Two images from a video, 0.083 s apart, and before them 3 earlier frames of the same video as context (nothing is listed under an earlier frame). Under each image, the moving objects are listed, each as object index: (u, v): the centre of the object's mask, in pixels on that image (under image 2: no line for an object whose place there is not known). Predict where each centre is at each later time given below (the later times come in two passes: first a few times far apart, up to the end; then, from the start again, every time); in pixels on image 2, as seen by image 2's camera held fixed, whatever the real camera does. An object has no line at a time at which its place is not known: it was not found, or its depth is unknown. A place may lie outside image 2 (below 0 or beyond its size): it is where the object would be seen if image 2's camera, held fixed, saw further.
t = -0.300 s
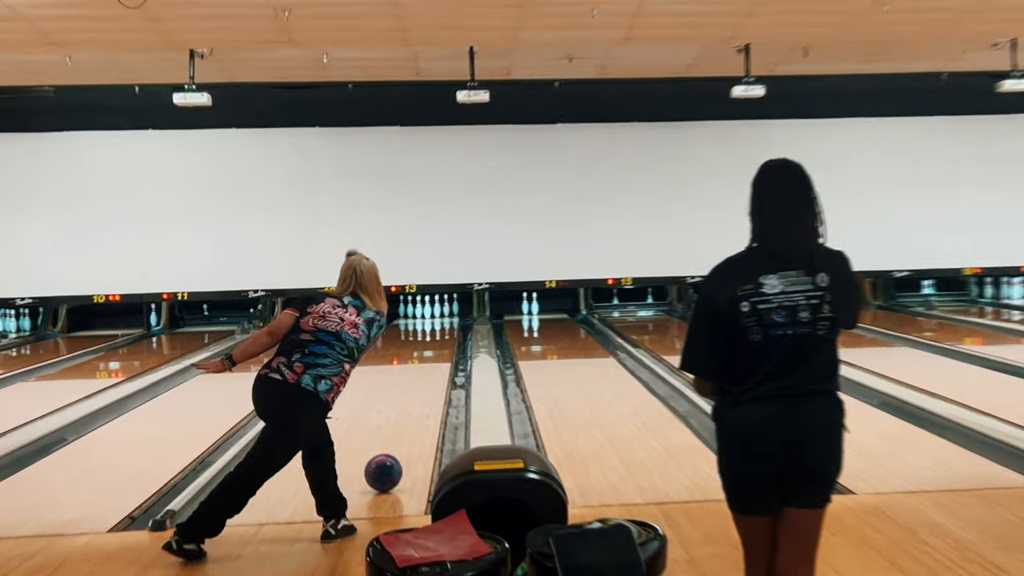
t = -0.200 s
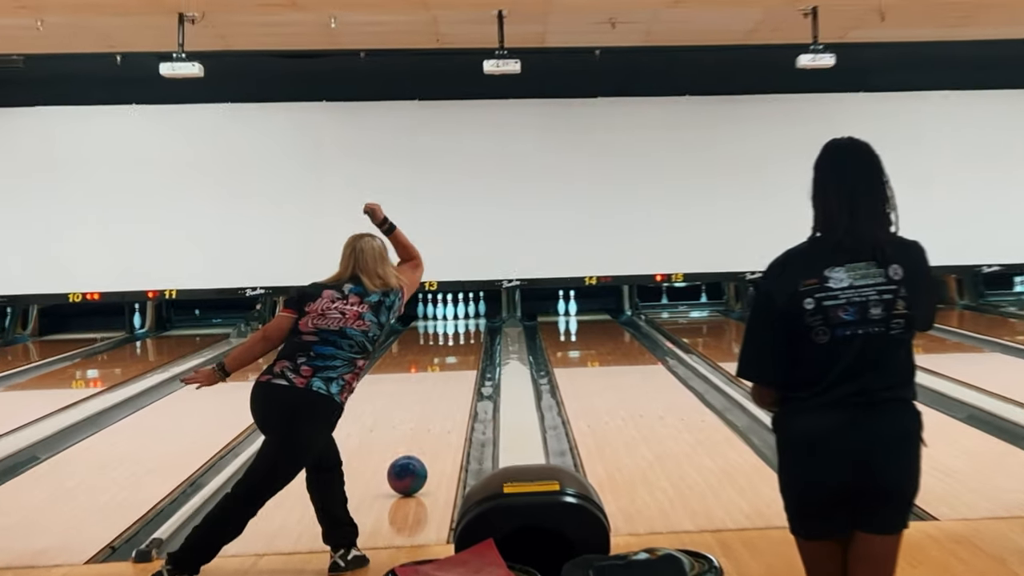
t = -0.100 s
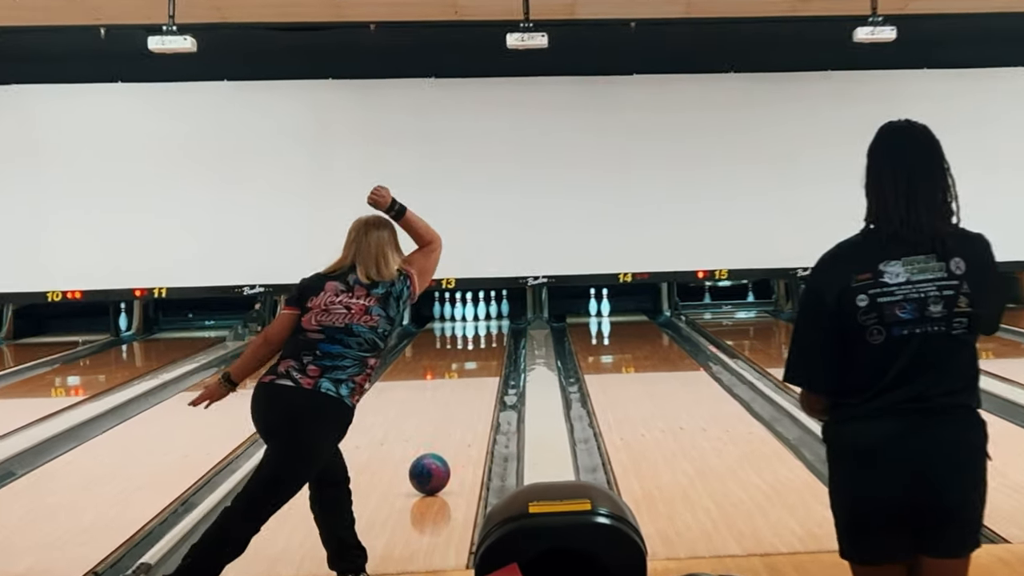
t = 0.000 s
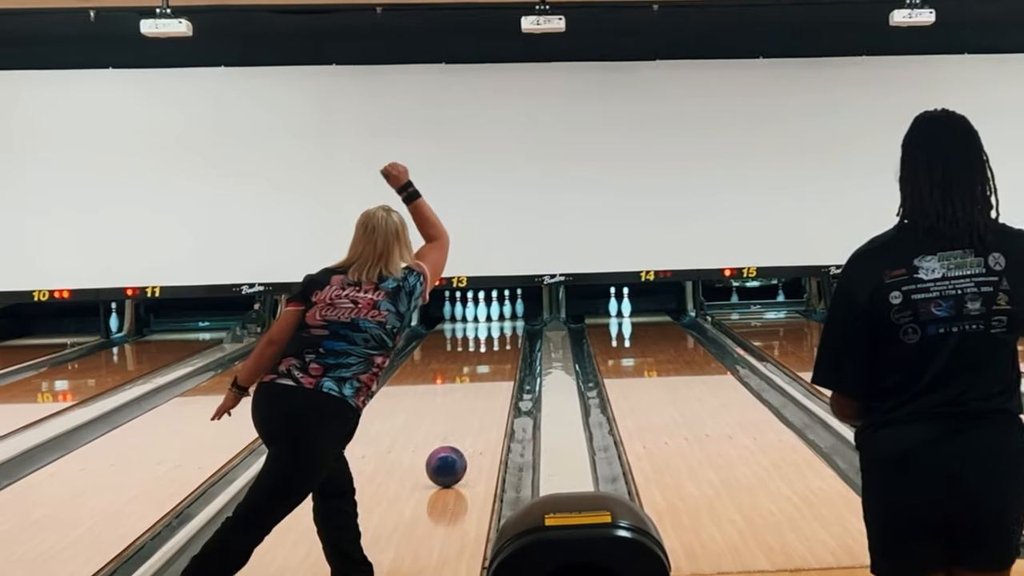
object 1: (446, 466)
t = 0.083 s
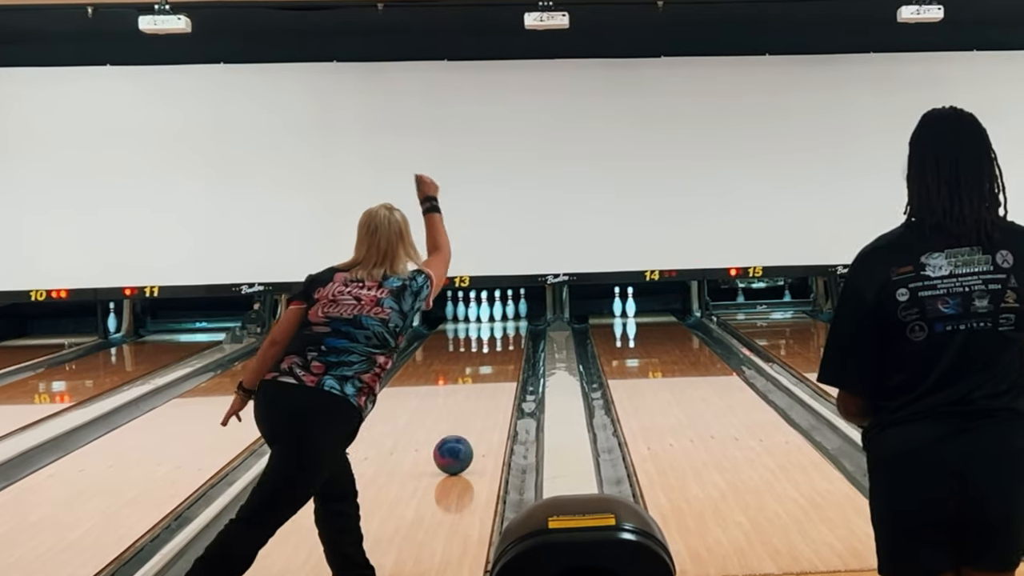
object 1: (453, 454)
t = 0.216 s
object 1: (460, 435)
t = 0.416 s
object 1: (468, 412)
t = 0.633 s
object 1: (475, 392)
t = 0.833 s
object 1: (480, 376)
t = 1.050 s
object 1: (484, 362)
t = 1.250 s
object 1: (488, 351)
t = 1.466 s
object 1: (489, 342)
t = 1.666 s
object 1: (489, 334)
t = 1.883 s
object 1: (486, 327)
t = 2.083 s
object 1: (483, 321)
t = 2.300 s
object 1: (476, 316)
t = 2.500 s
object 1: (462, 313)
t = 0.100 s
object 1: (454, 452)
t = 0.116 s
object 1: (455, 449)
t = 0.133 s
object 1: (456, 447)
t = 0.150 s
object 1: (457, 444)
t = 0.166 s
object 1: (457, 442)
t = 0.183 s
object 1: (458, 440)
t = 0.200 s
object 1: (459, 438)
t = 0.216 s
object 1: (460, 435)
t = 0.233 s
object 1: (461, 433)
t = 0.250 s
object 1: (461, 431)
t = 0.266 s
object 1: (462, 429)
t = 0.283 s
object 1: (463, 427)
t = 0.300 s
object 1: (463, 425)
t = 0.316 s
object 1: (466, 424)
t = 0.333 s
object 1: (467, 421)
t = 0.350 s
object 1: (466, 420)
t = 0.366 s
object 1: (466, 418)
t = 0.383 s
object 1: (467, 416)
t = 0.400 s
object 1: (467, 414)
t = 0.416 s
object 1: (468, 412)
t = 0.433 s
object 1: (469, 411)
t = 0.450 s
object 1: (469, 409)
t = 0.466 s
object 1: (470, 407)
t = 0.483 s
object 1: (470, 405)
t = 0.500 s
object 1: (471, 404)
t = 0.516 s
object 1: (471, 402)
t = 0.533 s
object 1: (472, 401)
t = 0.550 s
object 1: (473, 399)
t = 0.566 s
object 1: (473, 398)
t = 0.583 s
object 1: (474, 396)
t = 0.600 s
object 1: (474, 395)
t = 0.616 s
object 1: (475, 393)
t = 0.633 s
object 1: (475, 392)
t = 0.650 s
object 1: (475, 391)
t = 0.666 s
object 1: (476, 389)
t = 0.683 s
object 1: (476, 388)
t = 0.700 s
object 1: (477, 386)
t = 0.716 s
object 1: (477, 385)
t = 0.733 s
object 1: (478, 384)
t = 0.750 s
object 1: (478, 382)
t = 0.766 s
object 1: (479, 381)
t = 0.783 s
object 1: (479, 380)
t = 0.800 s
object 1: (480, 379)
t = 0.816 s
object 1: (480, 377)
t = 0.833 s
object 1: (480, 376)
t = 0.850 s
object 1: (480, 374)
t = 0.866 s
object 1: (481, 374)
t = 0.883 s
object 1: (481, 373)
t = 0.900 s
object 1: (481, 371)
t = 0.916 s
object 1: (482, 370)
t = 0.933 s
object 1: (482, 369)
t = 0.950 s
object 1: (482, 368)
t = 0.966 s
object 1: (483, 367)
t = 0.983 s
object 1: (483, 366)
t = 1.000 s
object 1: (483, 365)
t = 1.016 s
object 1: (484, 364)
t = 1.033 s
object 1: (484, 363)
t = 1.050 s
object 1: (484, 362)
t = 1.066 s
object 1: (485, 361)
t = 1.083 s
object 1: (485, 360)
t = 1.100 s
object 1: (486, 359)
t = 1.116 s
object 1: (486, 358)
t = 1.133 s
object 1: (486, 357)
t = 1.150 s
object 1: (486, 356)
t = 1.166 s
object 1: (486, 356)
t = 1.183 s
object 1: (487, 355)
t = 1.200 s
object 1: (487, 354)
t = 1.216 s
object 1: (487, 353)
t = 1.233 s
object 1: (487, 352)
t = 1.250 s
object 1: (488, 351)
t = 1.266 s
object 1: (488, 350)
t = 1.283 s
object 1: (488, 350)
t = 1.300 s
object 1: (488, 349)
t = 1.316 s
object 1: (489, 348)
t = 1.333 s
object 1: (489, 348)
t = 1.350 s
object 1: (489, 347)
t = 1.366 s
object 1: (489, 346)
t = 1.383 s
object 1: (489, 345)
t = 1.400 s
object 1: (490, 344)
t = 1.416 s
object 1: (490, 343)
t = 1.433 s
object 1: (490, 343)
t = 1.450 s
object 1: (490, 342)
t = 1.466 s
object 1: (489, 342)
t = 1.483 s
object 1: (489, 341)
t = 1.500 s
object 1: (490, 340)
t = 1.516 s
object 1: (489, 339)
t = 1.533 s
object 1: (489, 339)
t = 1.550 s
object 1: (489, 338)
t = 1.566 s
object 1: (489, 338)
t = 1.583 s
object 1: (489, 338)
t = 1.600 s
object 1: (489, 337)
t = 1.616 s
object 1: (489, 336)
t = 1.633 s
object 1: (489, 335)
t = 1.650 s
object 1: (489, 335)
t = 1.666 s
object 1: (489, 334)
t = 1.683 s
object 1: (489, 333)
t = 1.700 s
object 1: (489, 333)
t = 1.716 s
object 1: (488, 333)
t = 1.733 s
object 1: (488, 332)
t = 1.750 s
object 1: (488, 332)
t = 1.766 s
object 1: (488, 331)
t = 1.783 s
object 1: (488, 330)
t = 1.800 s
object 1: (487, 330)
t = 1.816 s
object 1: (487, 329)
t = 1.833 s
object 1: (487, 329)
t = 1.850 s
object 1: (487, 328)
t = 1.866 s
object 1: (487, 328)
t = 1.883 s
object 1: (486, 327)
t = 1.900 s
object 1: (486, 326)
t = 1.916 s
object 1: (486, 326)
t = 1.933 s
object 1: (486, 326)
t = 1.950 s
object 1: (485, 325)
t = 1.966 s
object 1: (485, 325)
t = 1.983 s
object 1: (485, 324)
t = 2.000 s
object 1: (484, 323)
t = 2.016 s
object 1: (484, 323)
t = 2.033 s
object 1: (484, 322)
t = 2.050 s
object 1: (484, 322)
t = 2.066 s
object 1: (483, 322)
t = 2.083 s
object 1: (483, 321)
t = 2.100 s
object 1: (482, 321)
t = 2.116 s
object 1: (482, 321)
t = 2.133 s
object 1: (481, 320)
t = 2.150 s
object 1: (481, 320)
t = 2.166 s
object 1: (480, 320)
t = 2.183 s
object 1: (480, 319)
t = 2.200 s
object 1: (479, 319)
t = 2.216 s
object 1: (479, 319)
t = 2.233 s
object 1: (478, 318)
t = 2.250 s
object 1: (478, 318)
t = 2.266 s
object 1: (477, 317)
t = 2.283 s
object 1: (477, 317)
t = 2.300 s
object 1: (476, 316)
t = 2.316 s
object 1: (475, 315)
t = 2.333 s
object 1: (475, 315)
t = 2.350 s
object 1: (474, 315)
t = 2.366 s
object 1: (474, 315)
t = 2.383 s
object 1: (473, 315)
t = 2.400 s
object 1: (472, 314)
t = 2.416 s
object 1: (470, 314)
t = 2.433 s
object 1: (469, 314)
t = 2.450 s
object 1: (466, 314)
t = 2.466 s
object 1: (465, 313)
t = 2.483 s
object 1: (463, 313)
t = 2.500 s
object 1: (462, 313)
